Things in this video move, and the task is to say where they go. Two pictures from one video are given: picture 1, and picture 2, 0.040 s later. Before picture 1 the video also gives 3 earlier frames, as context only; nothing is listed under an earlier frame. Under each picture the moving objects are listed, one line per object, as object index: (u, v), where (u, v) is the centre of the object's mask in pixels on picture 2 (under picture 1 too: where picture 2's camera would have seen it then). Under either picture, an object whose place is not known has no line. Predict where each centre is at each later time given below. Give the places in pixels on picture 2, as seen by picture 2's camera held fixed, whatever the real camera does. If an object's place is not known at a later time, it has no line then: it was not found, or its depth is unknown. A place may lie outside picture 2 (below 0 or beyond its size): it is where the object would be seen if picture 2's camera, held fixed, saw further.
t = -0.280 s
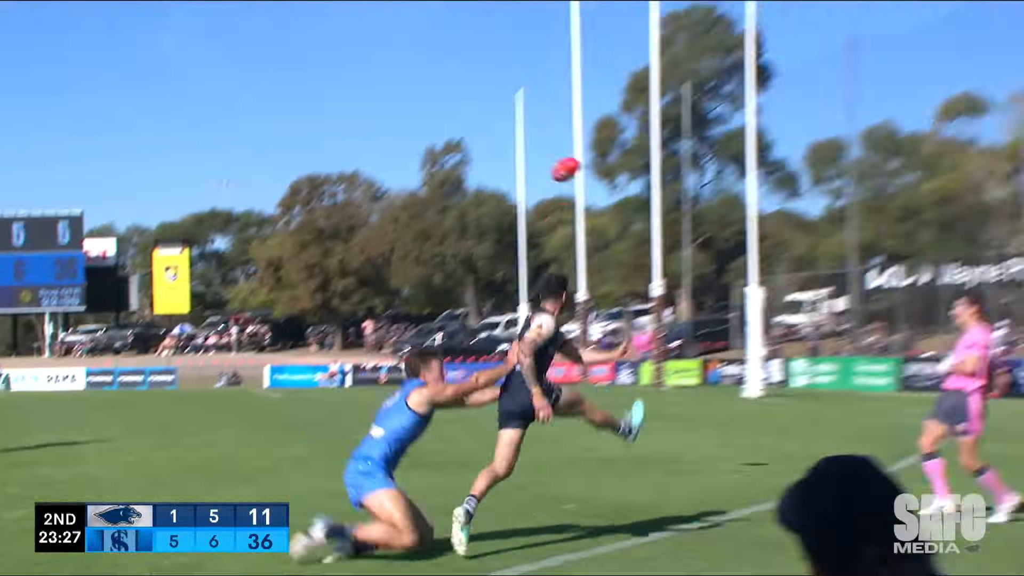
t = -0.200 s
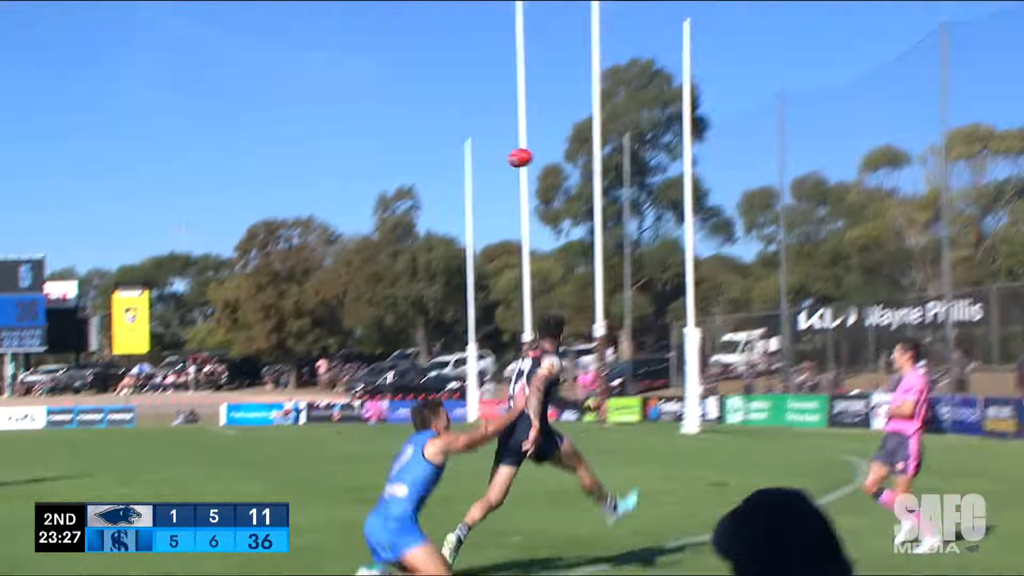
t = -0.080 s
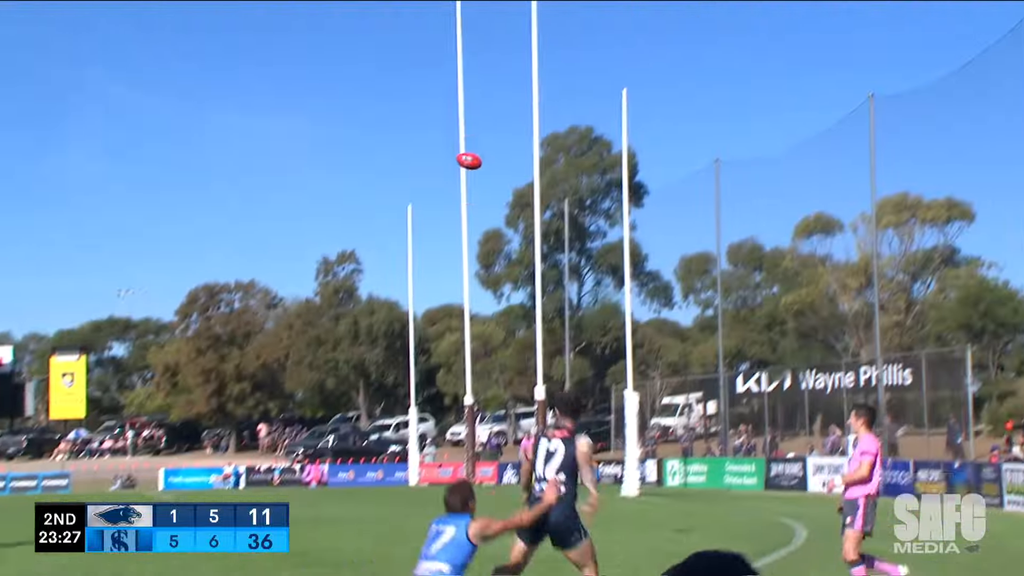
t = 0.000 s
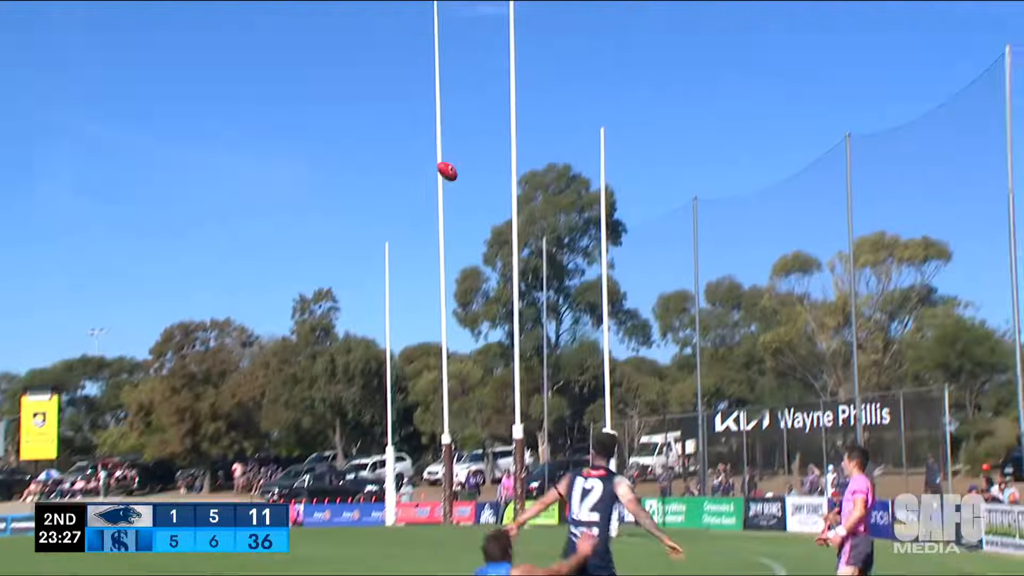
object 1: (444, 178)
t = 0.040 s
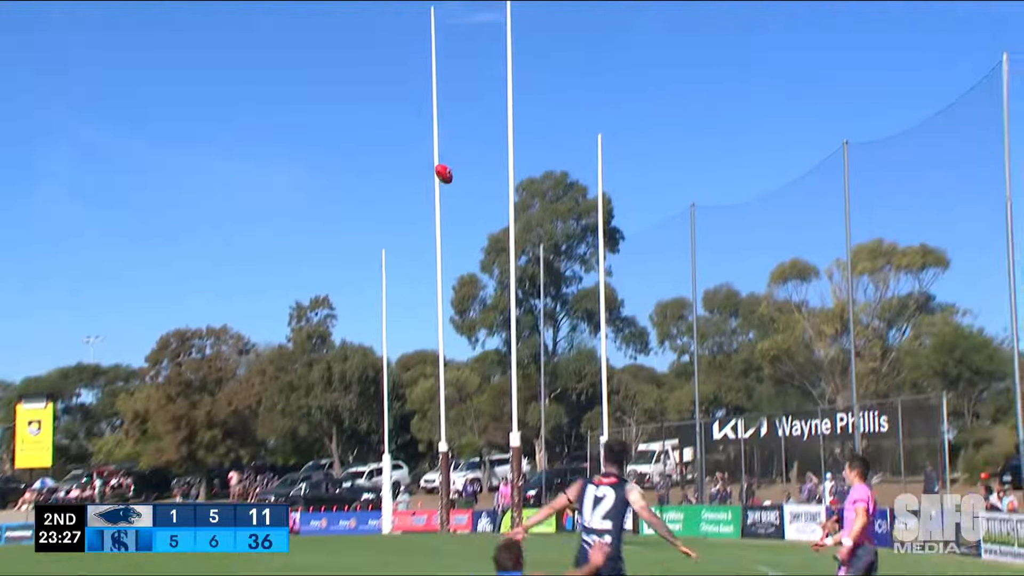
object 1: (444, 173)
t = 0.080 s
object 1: (443, 164)
